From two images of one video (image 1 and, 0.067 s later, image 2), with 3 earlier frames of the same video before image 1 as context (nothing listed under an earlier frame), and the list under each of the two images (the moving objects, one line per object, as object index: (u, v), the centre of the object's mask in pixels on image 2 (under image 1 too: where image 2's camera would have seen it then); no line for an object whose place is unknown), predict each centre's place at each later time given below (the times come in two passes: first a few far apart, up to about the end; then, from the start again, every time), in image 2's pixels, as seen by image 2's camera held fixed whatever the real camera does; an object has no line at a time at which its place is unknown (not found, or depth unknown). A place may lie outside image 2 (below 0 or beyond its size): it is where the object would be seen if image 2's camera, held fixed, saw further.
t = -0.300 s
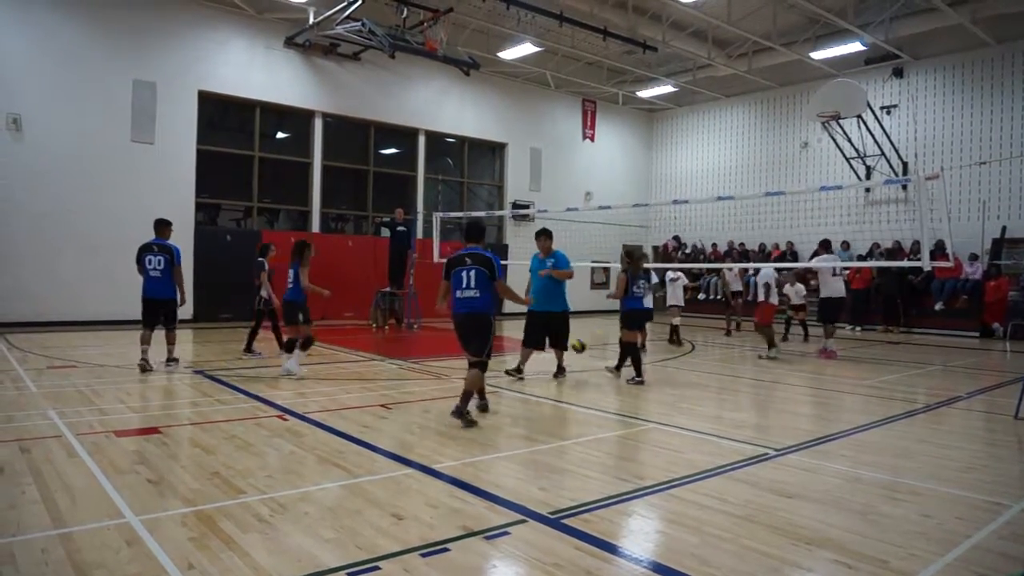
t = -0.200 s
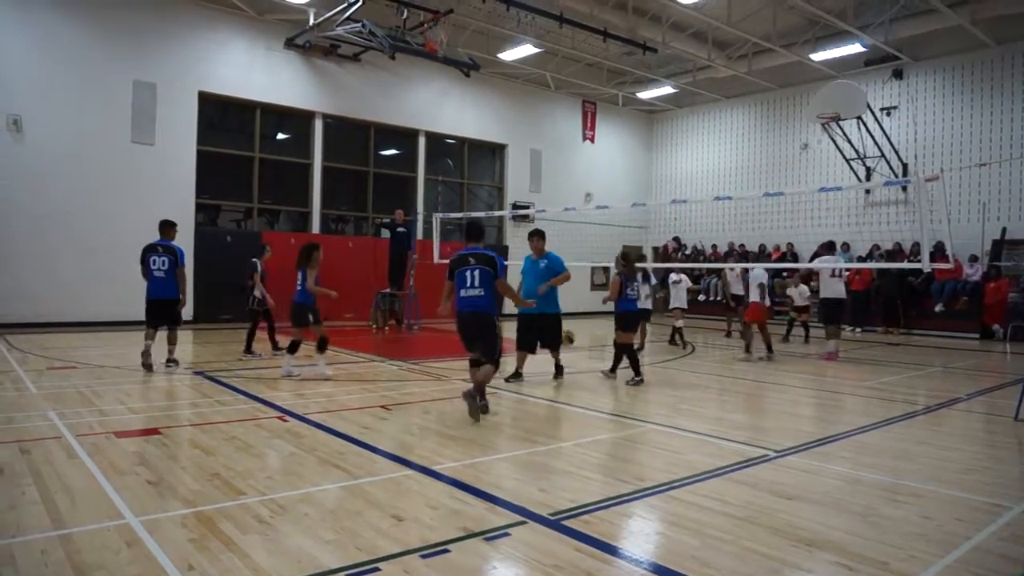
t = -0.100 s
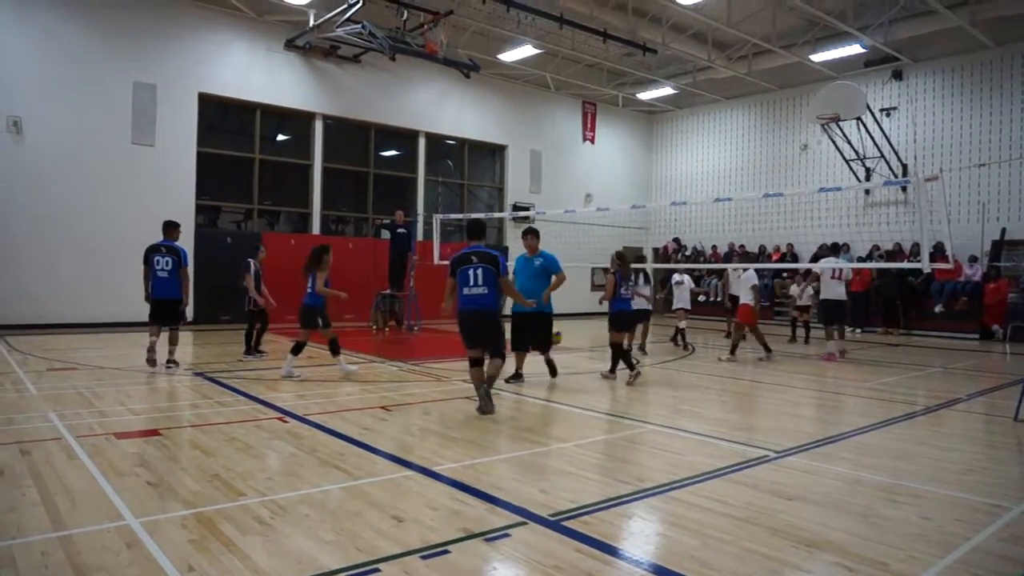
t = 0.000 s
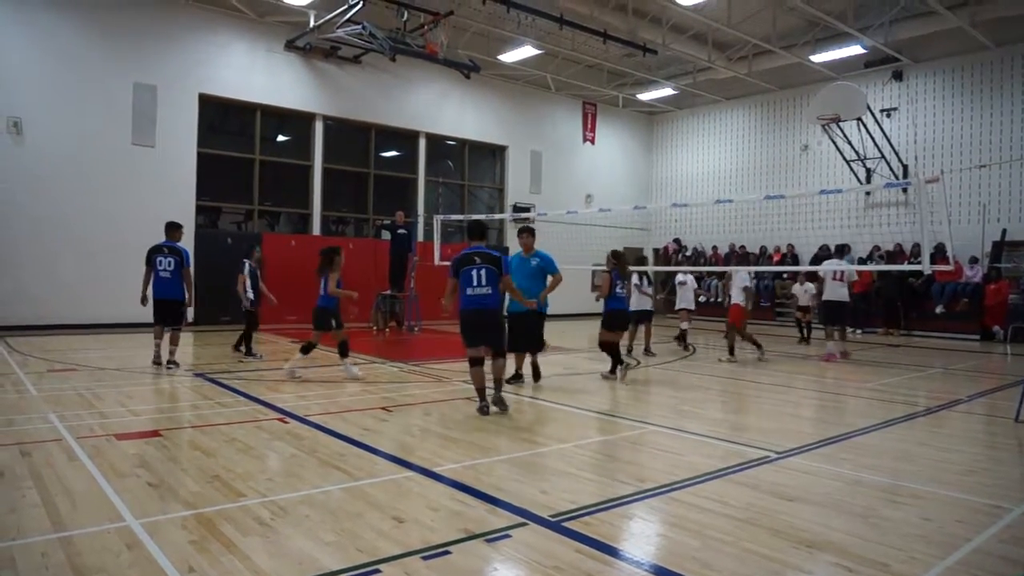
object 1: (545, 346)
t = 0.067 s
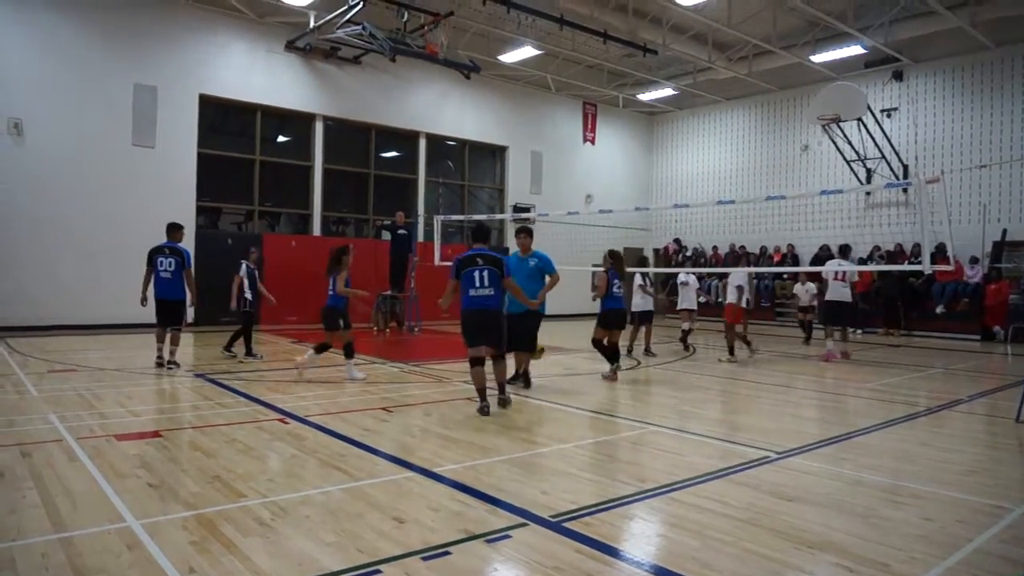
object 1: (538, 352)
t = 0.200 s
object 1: (542, 368)
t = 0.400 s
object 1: (552, 371)
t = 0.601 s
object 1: (559, 385)
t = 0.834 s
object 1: (568, 394)
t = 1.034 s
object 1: (577, 418)
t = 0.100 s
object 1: (538, 353)
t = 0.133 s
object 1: (539, 357)
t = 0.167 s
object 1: (541, 361)
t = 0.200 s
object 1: (542, 368)
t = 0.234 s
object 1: (545, 374)
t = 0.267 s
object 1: (547, 382)
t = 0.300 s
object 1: (548, 379)
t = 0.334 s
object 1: (549, 376)
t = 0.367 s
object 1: (550, 374)
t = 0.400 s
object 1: (552, 371)
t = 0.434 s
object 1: (553, 371)
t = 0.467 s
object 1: (554, 371)
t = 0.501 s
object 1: (554, 372)
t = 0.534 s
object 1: (556, 375)
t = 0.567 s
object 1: (558, 379)
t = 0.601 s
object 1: (559, 385)
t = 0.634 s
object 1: (560, 389)
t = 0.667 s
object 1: (561, 397)
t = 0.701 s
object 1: (562, 402)
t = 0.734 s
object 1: (564, 399)
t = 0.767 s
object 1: (565, 396)
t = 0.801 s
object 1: (567, 394)
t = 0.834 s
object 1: (568, 394)
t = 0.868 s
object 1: (570, 394)
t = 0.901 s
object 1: (572, 394)
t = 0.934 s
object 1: (572, 399)
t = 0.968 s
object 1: (574, 404)
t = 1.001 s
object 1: (576, 411)
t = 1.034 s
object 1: (577, 418)
